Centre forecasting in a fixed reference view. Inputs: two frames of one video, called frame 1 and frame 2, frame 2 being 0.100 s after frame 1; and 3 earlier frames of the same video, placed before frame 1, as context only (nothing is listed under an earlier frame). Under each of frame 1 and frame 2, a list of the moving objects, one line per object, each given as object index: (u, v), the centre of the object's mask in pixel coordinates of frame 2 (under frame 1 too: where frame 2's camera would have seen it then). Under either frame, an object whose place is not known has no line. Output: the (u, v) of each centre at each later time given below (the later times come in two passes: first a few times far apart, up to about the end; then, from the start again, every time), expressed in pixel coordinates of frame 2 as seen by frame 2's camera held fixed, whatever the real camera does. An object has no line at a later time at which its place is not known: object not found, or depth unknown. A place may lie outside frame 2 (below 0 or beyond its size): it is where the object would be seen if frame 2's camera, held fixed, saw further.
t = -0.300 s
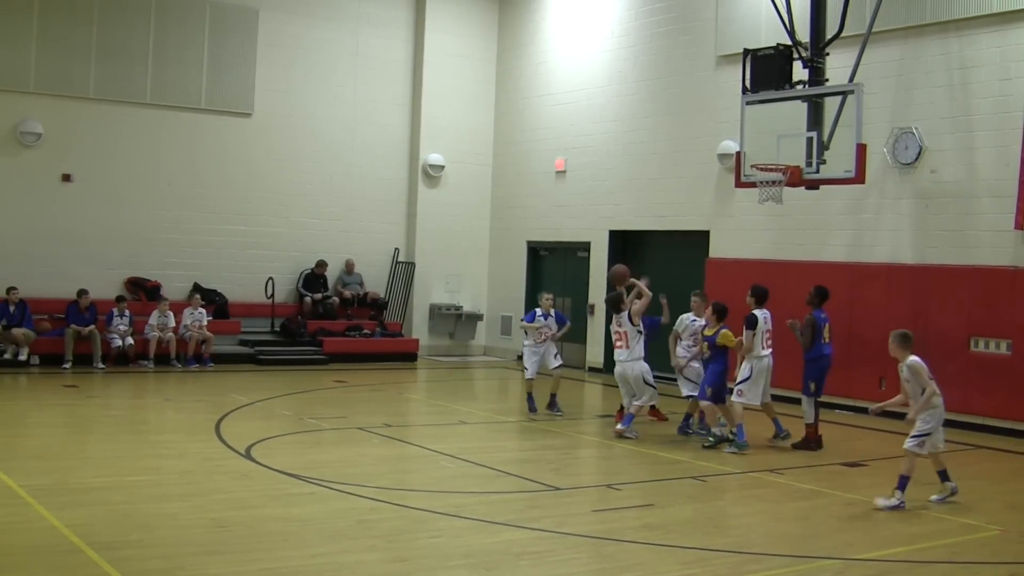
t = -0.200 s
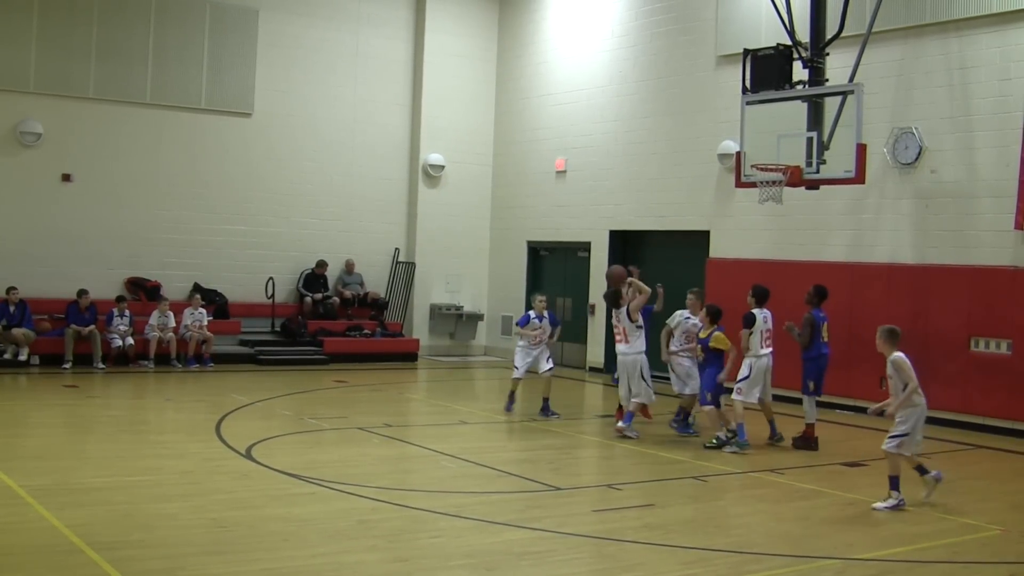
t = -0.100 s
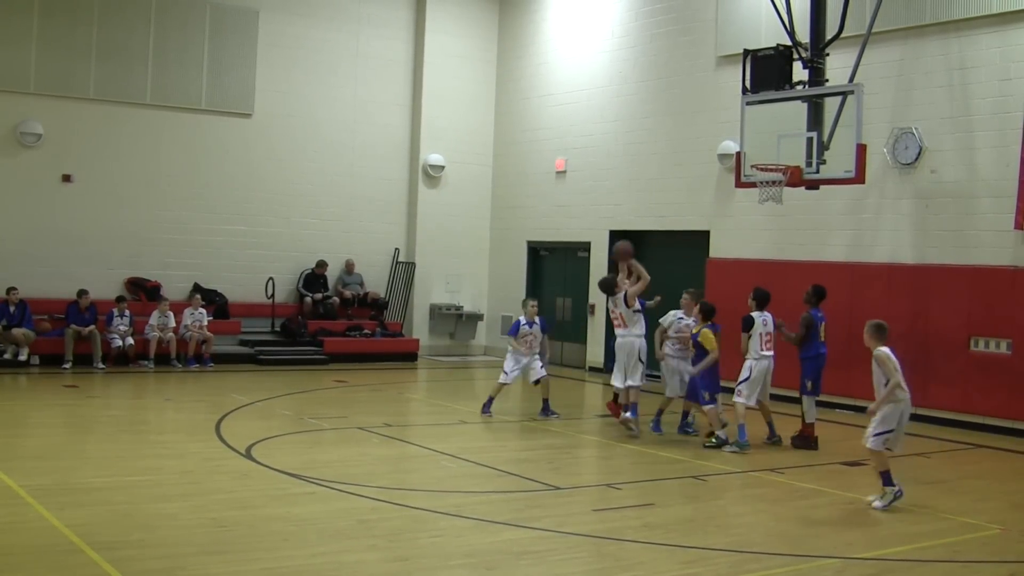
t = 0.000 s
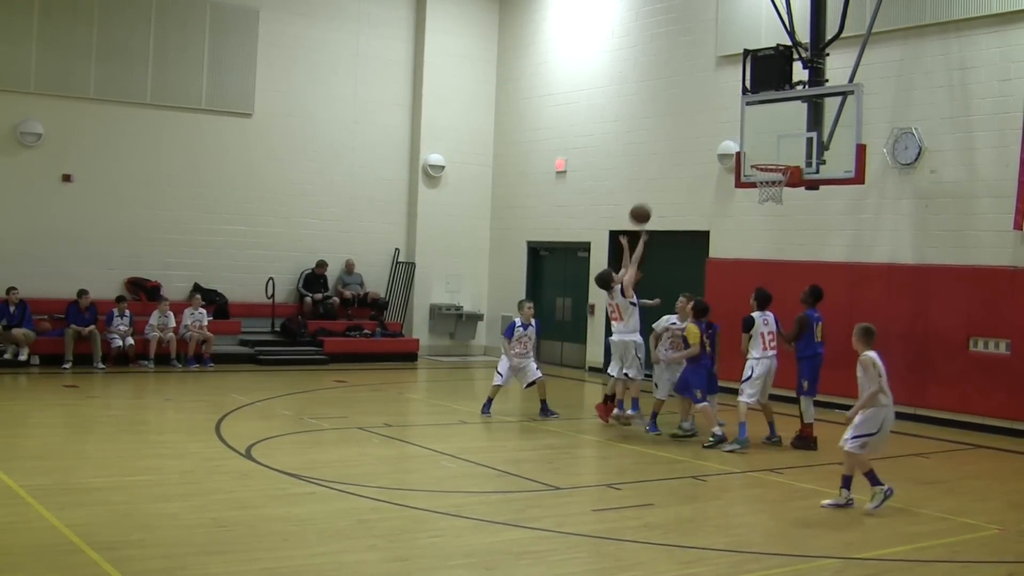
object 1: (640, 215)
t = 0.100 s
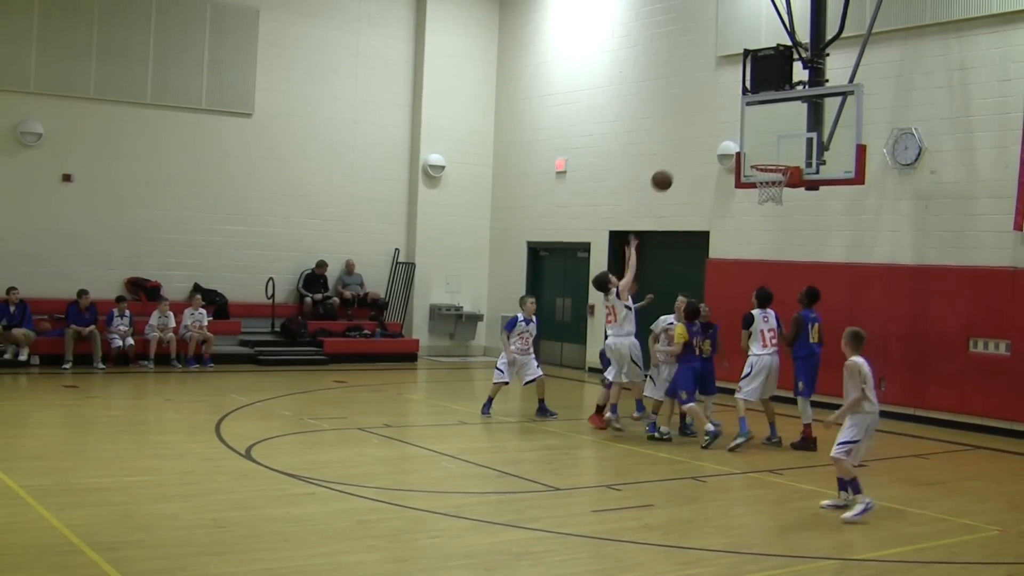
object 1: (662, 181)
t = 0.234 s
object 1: (690, 149)
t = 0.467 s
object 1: (735, 133)
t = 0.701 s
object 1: (776, 160)
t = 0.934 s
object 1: (764, 176)
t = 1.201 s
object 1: (781, 224)
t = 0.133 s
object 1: (669, 171)
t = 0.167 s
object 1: (676, 163)
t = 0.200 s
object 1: (683, 156)
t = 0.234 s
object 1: (690, 149)
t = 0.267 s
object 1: (696, 144)
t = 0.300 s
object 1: (703, 140)
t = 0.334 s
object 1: (710, 137)
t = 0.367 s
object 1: (716, 134)
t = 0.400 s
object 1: (722, 133)
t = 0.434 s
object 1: (728, 132)
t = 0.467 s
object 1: (735, 133)
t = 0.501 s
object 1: (741, 134)
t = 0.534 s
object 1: (747, 137)
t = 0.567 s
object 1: (753, 141)
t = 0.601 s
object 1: (759, 145)
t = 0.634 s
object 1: (765, 150)
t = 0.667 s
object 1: (771, 156)
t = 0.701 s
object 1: (776, 160)
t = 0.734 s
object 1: (776, 160)
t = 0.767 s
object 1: (774, 165)
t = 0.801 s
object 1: (772, 167)
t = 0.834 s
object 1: (769, 168)
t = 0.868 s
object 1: (766, 170)
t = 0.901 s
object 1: (763, 173)
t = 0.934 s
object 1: (764, 176)
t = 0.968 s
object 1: (767, 180)
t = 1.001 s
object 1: (769, 187)
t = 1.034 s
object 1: (771, 191)
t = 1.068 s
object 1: (774, 196)
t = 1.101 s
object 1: (776, 200)
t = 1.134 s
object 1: (778, 209)
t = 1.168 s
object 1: (780, 216)
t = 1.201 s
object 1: (781, 224)
